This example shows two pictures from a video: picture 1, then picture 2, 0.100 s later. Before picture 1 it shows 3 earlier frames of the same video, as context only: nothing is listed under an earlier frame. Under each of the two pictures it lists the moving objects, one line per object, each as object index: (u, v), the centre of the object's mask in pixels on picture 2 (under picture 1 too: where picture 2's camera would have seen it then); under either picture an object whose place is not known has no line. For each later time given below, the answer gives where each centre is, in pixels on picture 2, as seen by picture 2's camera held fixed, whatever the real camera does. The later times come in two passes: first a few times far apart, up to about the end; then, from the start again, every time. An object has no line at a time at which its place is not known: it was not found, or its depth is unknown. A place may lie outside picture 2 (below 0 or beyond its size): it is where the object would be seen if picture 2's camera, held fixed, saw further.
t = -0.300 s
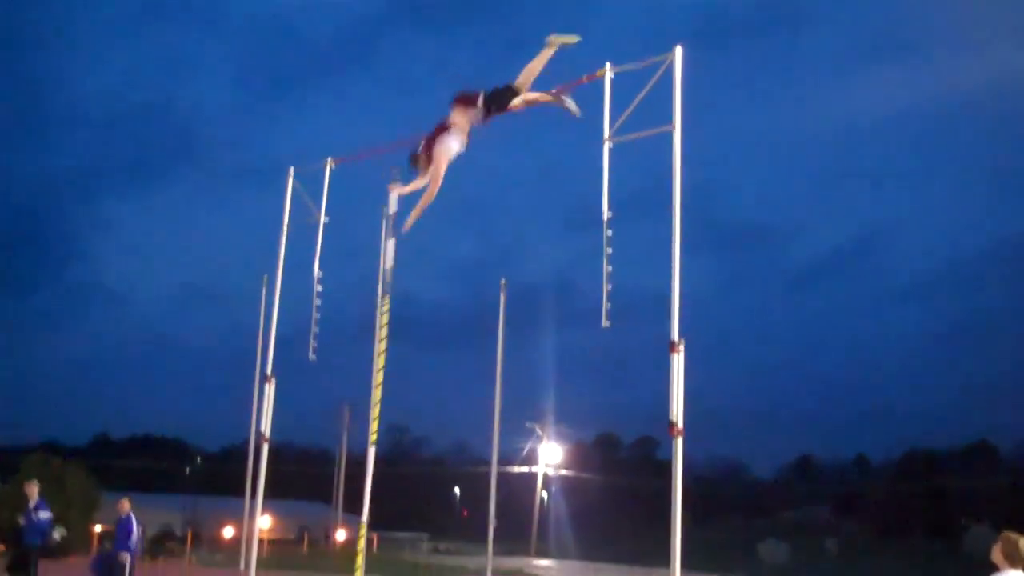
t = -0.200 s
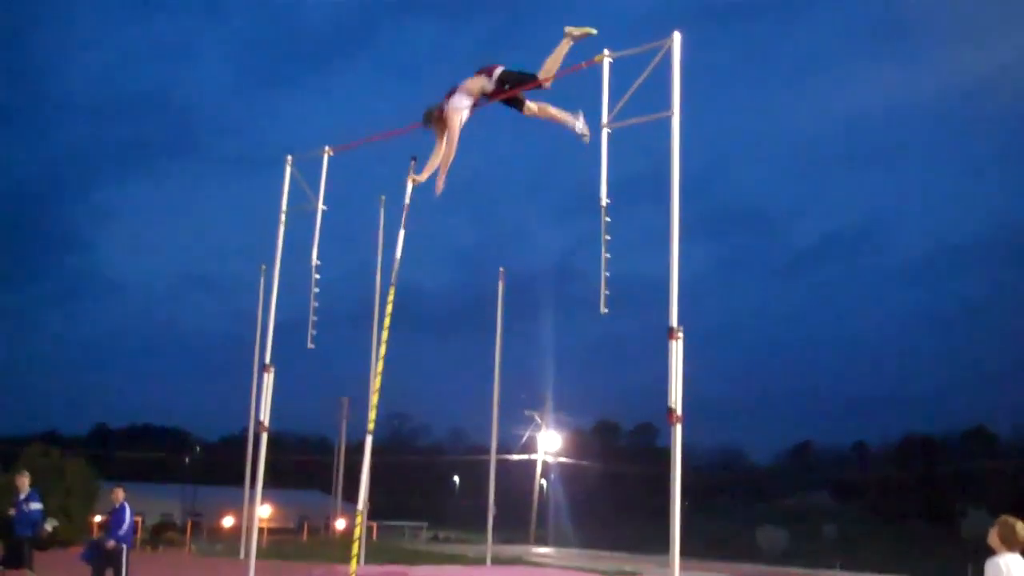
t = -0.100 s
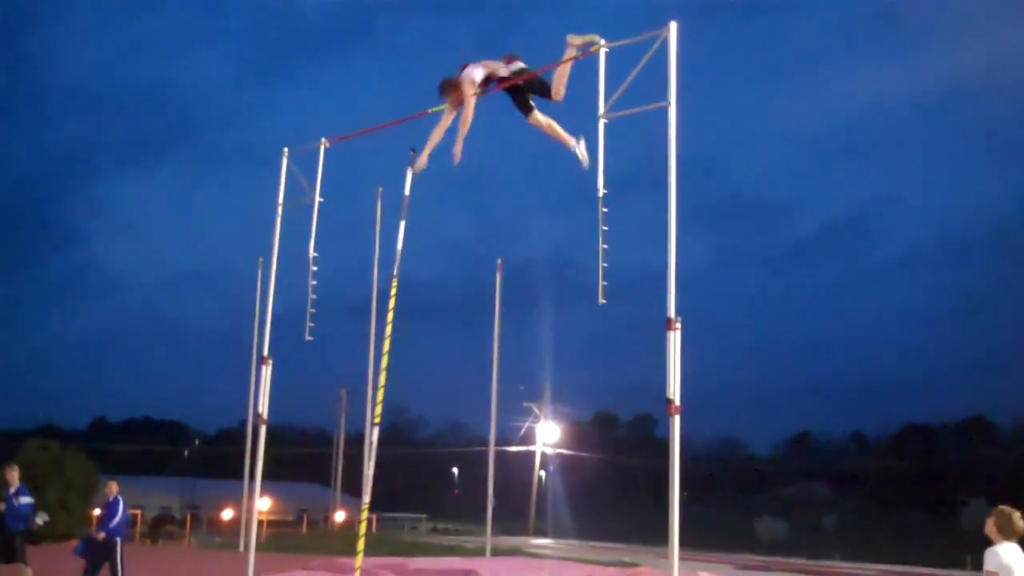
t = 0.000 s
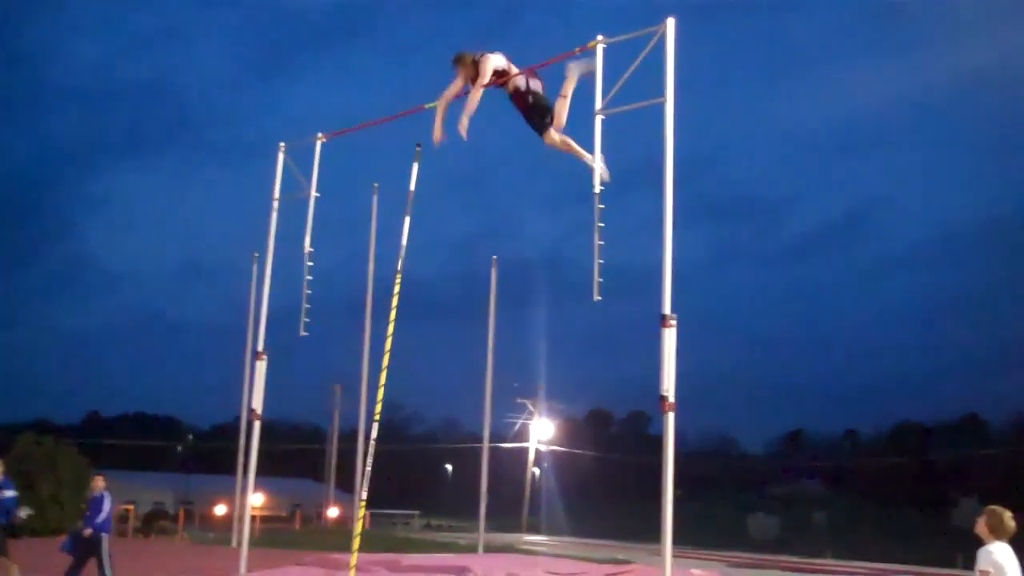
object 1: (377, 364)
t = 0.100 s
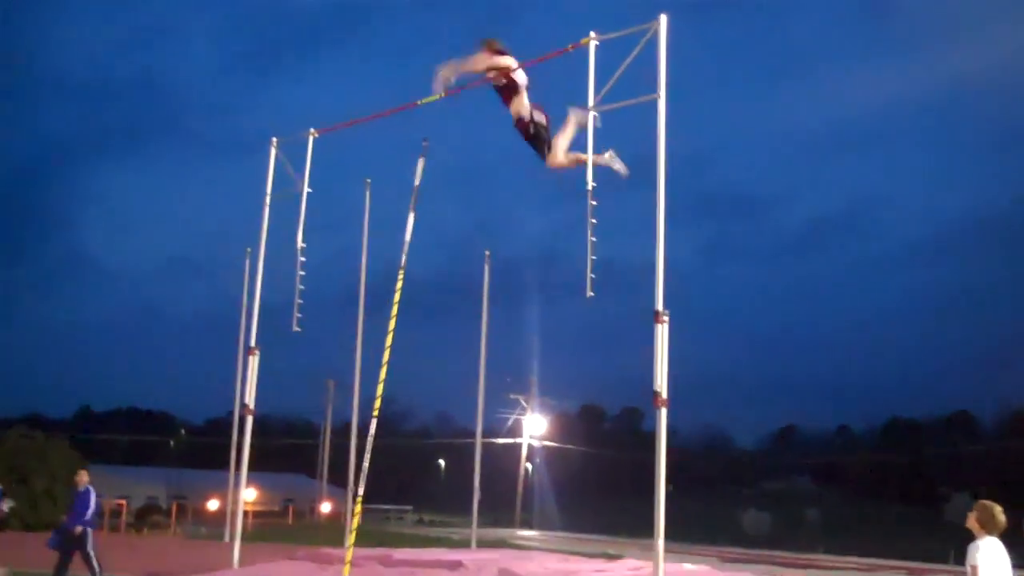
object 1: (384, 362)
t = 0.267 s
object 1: (401, 361)
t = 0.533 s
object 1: (441, 355)
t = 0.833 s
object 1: (511, 371)
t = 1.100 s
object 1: (610, 423)
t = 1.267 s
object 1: (696, 492)
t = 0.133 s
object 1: (387, 365)
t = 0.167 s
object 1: (389, 368)
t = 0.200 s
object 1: (392, 368)
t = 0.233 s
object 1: (396, 364)
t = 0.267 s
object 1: (401, 361)
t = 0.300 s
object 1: (404, 361)
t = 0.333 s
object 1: (409, 359)
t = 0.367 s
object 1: (413, 358)
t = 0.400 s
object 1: (418, 360)
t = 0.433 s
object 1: (423, 357)
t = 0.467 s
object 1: (429, 356)
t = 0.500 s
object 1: (434, 355)
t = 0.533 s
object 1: (441, 355)
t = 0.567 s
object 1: (448, 353)
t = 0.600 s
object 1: (455, 353)
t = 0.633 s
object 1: (462, 354)
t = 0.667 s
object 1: (470, 353)
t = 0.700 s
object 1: (478, 356)
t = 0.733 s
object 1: (485, 360)
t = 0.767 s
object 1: (494, 361)
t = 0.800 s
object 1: (500, 370)
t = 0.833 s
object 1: (511, 371)
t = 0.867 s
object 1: (521, 376)
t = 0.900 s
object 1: (534, 377)
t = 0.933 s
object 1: (545, 381)
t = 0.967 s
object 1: (555, 390)
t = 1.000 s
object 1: (558, 409)
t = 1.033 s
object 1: (582, 404)
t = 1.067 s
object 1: (597, 411)
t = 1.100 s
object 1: (610, 423)
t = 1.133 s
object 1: (629, 431)
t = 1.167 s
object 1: (652, 438)
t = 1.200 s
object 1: (666, 454)
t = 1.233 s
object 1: (683, 470)
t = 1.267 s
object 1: (696, 492)
